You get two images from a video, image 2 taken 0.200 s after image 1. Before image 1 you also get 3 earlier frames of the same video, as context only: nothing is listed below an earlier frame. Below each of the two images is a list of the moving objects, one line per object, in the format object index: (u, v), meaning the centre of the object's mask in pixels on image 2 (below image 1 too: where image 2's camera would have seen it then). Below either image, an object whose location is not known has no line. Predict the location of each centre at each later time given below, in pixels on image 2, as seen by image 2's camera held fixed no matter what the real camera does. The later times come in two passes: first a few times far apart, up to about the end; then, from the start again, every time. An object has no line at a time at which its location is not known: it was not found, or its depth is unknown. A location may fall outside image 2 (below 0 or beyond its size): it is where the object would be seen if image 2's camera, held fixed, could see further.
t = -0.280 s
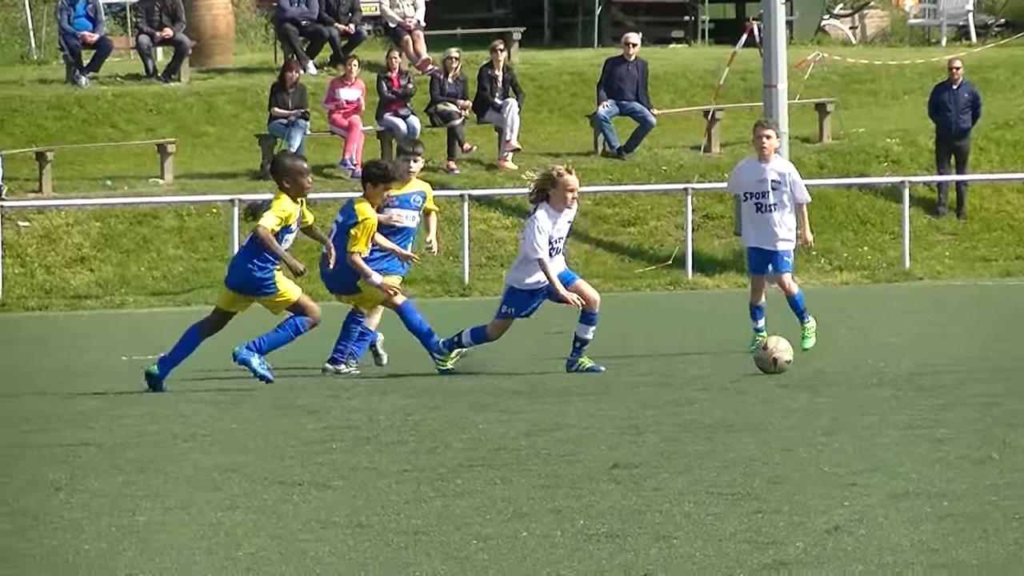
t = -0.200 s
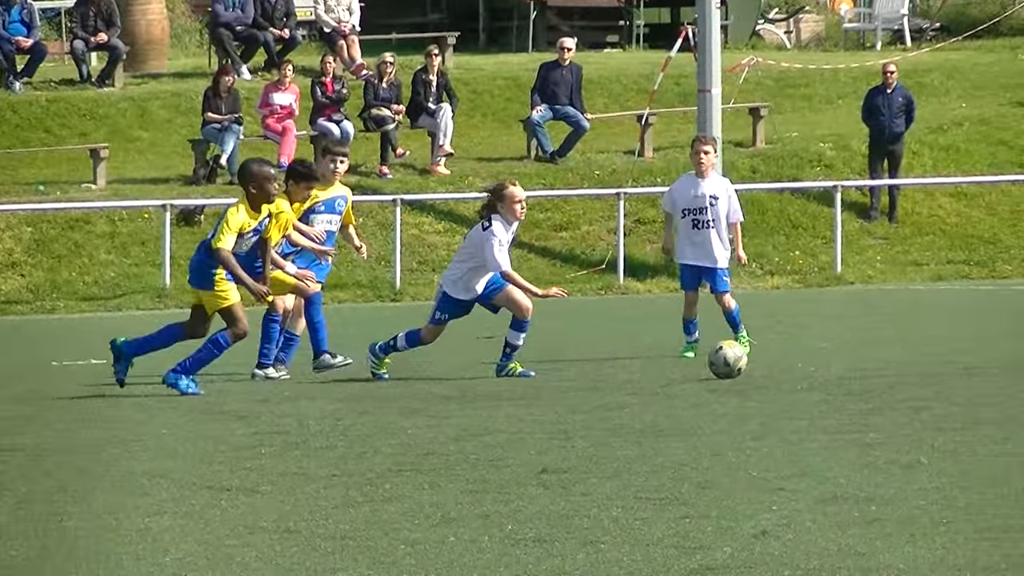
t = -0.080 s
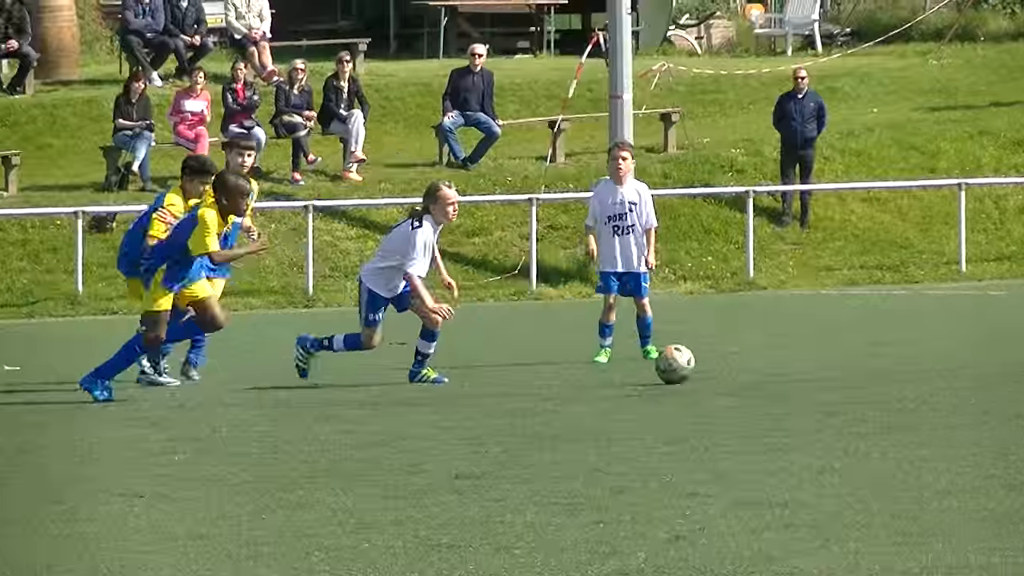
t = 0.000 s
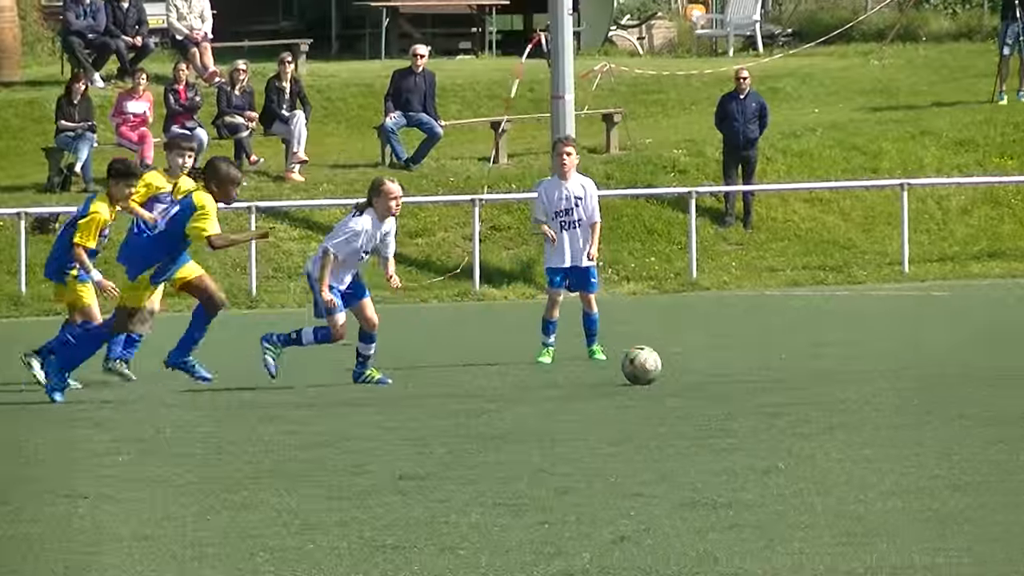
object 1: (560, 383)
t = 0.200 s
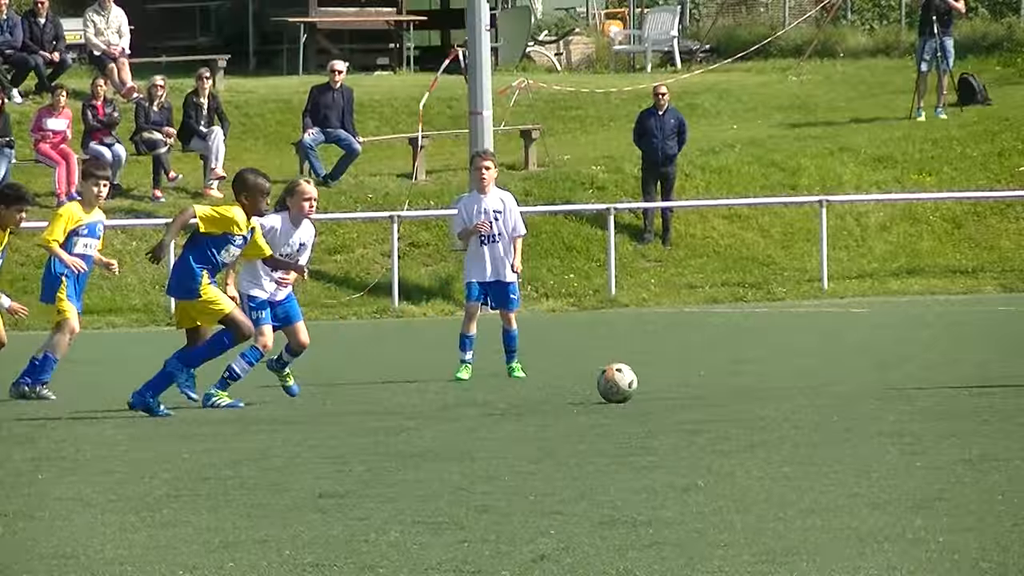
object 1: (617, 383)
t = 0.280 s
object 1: (639, 384)
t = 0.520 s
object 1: (706, 384)
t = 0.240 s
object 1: (628, 382)
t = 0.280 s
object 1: (639, 384)
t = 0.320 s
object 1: (650, 384)
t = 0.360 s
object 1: (661, 385)
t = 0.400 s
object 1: (673, 384)
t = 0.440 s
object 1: (684, 384)
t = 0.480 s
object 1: (696, 383)
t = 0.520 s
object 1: (706, 384)
